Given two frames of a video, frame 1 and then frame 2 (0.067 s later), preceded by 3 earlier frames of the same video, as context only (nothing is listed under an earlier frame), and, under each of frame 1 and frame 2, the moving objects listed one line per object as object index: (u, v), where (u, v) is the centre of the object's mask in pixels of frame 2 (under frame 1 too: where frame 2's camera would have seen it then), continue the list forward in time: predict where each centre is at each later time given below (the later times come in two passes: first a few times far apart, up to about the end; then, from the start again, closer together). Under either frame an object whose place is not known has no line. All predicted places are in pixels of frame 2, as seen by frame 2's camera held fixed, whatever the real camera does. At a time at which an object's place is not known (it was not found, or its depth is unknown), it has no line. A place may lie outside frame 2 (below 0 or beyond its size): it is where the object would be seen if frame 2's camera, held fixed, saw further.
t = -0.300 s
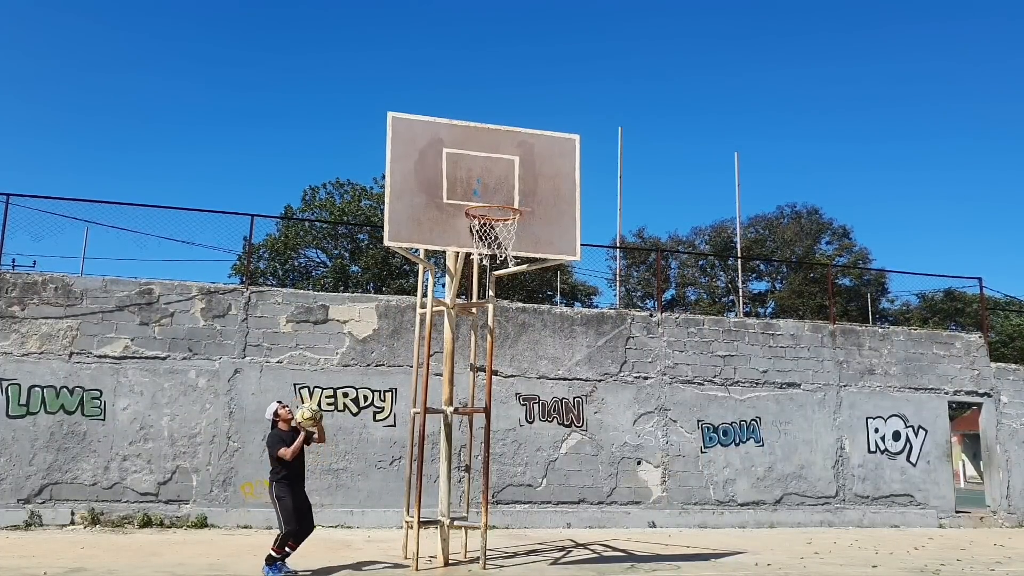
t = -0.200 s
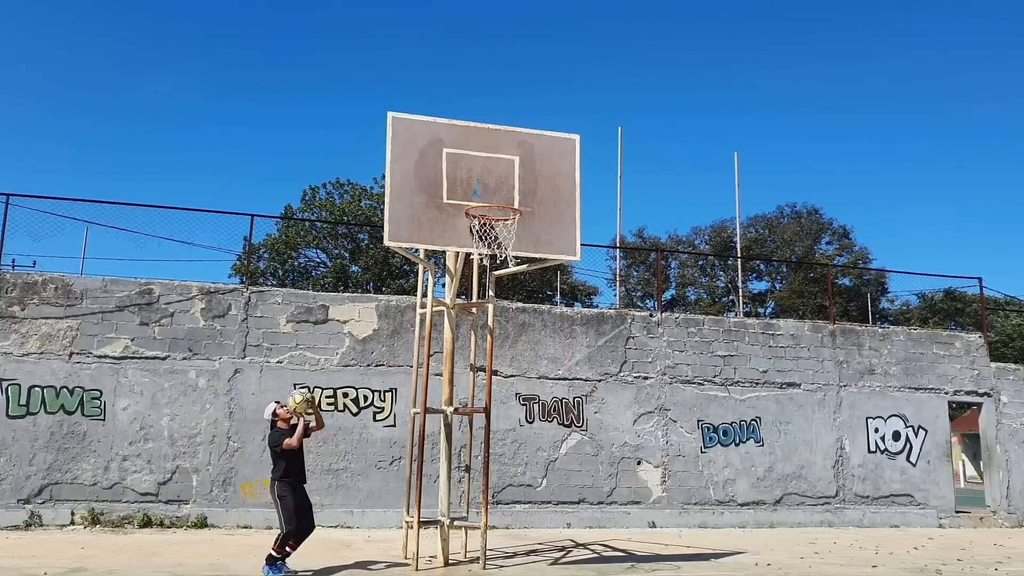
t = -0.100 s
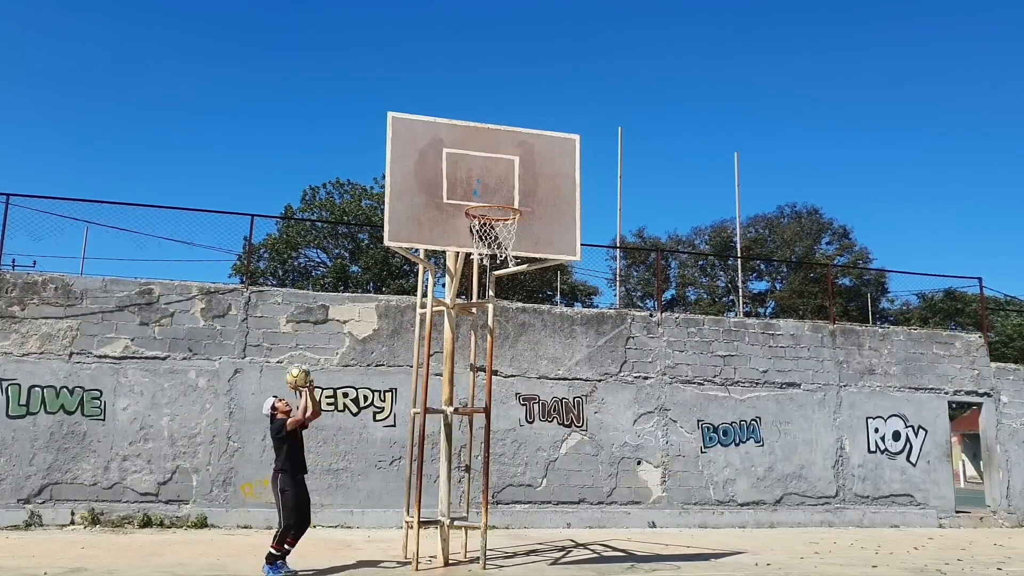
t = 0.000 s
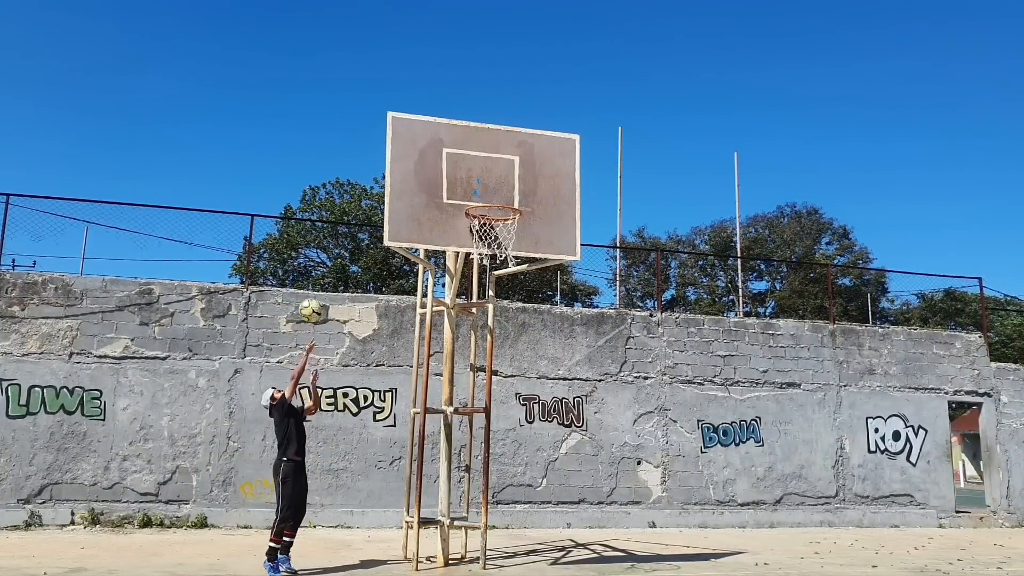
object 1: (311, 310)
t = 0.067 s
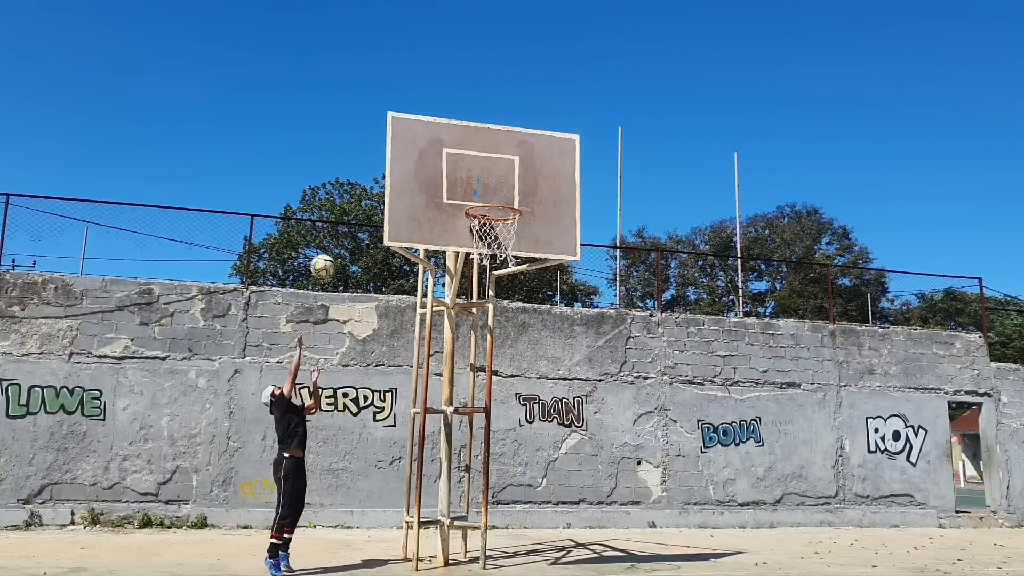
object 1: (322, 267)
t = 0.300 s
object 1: (361, 152)
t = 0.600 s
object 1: (407, 87)
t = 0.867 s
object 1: (447, 108)
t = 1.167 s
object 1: (497, 211)
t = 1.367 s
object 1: (502, 258)
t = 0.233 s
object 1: (350, 179)
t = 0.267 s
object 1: (356, 165)
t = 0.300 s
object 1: (361, 152)
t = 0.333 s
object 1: (366, 140)
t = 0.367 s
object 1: (372, 130)
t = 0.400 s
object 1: (376, 120)
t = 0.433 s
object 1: (380, 111)
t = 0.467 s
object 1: (386, 104)
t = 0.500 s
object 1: (392, 99)
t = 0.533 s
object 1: (397, 94)
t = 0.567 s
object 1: (402, 90)
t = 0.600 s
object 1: (407, 87)
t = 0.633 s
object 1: (412, 85)
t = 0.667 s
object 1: (417, 85)
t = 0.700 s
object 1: (422, 86)
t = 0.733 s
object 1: (427, 87)
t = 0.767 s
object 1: (432, 91)
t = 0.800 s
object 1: (437, 95)
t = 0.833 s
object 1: (442, 101)
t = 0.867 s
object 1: (447, 108)
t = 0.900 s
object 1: (452, 116)
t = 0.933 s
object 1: (458, 125)
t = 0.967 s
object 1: (463, 135)
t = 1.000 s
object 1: (468, 148)
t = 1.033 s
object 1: (474, 162)
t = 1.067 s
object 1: (479, 177)
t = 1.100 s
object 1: (485, 192)
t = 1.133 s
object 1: (491, 201)
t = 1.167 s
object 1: (497, 211)
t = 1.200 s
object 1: (502, 219)
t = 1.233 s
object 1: (506, 227)
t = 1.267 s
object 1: (506, 236)
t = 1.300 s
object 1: (505, 242)
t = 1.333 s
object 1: (502, 250)
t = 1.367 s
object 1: (502, 258)
